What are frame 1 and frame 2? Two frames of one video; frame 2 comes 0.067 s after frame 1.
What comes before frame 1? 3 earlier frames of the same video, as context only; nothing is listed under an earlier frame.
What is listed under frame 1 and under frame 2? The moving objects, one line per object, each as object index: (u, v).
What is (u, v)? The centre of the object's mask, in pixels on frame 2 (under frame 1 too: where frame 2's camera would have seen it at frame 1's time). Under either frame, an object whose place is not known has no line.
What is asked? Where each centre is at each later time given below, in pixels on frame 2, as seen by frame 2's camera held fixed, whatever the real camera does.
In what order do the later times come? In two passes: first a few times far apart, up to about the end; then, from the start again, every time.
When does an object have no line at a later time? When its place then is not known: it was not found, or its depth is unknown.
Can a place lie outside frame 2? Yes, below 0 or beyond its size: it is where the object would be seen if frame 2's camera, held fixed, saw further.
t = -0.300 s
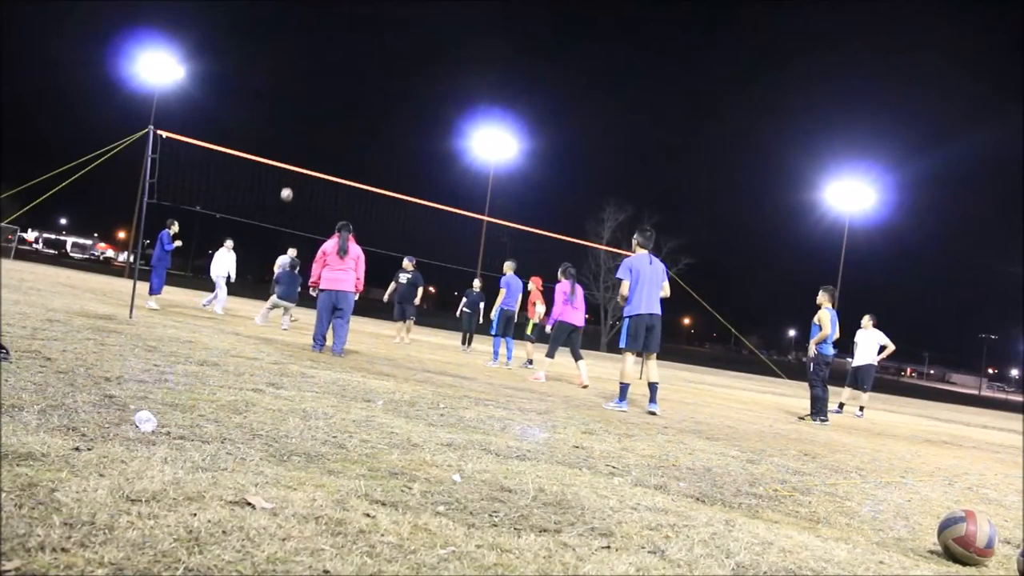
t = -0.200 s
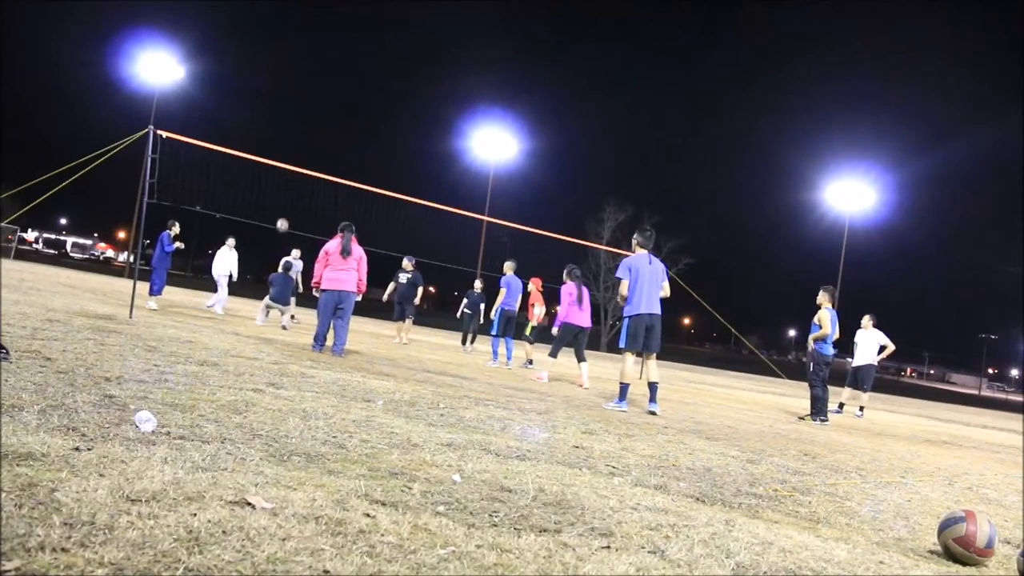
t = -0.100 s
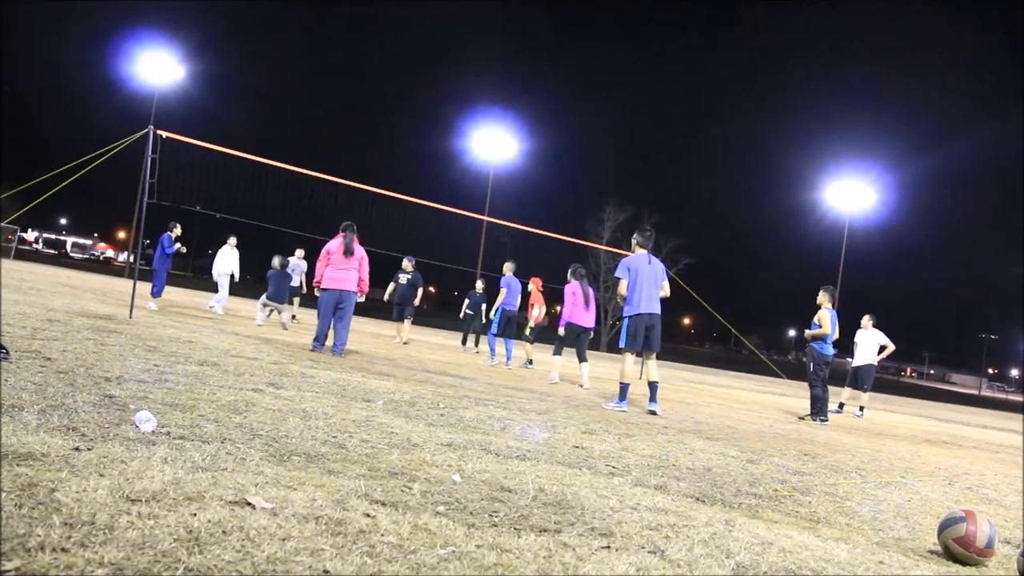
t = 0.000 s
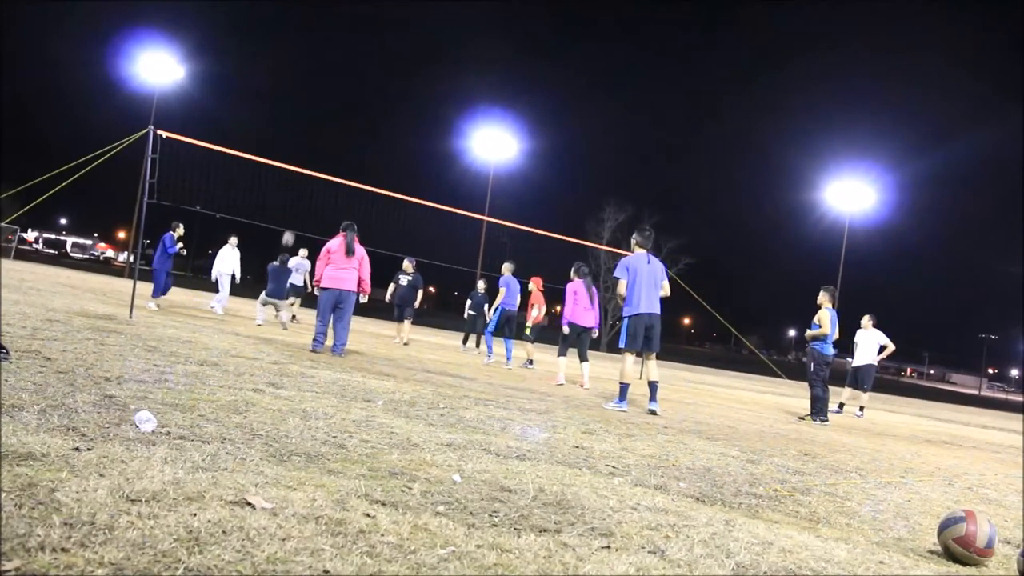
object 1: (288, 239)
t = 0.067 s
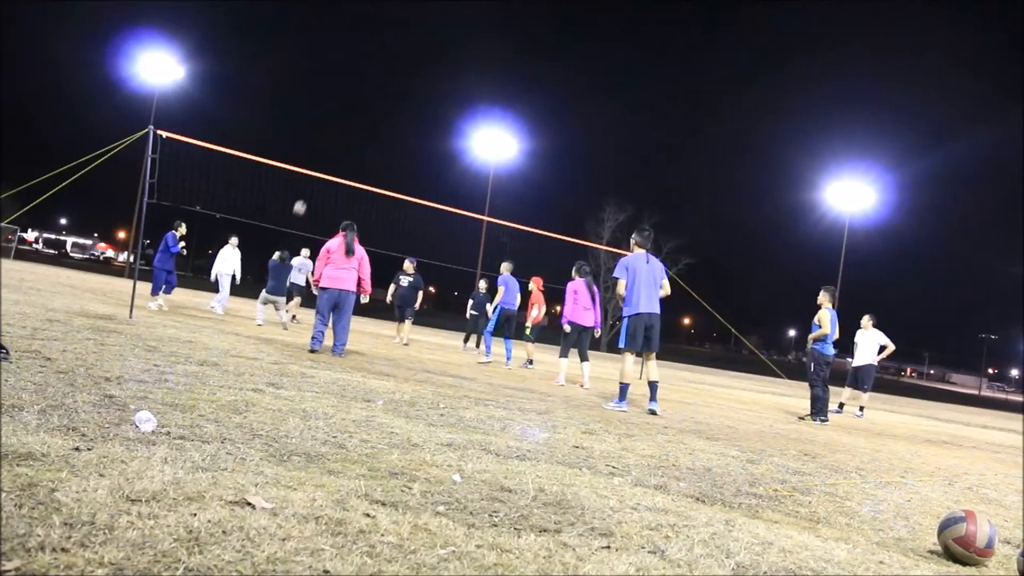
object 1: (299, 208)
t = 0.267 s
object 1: (331, 132)
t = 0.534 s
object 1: (369, 66)
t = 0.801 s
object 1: (401, 38)
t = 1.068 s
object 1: (426, 47)
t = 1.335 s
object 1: (447, 94)
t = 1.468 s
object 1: (454, 130)
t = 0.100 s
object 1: (305, 194)
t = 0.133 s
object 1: (310, 181)
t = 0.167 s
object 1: (316, 166)
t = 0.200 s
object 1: (321, 154)
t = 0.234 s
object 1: (326, 143)
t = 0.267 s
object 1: (331, 132)
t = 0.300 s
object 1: (336, 121)
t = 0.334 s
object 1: (341, 111)
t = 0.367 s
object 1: (346, 102)
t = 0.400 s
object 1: (351, 94)
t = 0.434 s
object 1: (356, 86)
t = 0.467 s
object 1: (360, 78)
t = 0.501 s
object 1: (365, 72)
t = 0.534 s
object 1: (369, 66)
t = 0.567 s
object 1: (373, 60)
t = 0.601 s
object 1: (377, 55)
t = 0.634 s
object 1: (381, 51)
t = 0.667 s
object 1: (385, 47)
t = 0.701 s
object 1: (389, 44)
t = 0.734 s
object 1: (393, 41)
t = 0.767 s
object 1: (397, 39)
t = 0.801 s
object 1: (401, 38)
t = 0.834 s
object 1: (404, 37)
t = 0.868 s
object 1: (408, 36)
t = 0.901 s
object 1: (411, 37)
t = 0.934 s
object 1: (414, 38)
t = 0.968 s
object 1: (417, 39)
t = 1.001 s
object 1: (420, 41)
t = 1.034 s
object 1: (423, 44)
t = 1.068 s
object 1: (426, 47)
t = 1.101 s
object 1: (429, 50)
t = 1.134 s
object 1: (432, 55)
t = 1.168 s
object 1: (435, 60)
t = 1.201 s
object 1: (437, 65)
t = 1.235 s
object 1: (440, 71)
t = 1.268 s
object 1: (442, 78)
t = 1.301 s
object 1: (445, 86)
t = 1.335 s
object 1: (447, 94)
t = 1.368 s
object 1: (449, 102)
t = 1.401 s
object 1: (451, 111)
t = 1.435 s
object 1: (453, 120)
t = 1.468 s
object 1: (454, 130)
